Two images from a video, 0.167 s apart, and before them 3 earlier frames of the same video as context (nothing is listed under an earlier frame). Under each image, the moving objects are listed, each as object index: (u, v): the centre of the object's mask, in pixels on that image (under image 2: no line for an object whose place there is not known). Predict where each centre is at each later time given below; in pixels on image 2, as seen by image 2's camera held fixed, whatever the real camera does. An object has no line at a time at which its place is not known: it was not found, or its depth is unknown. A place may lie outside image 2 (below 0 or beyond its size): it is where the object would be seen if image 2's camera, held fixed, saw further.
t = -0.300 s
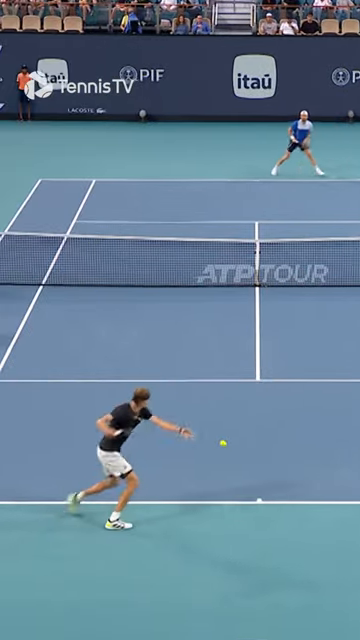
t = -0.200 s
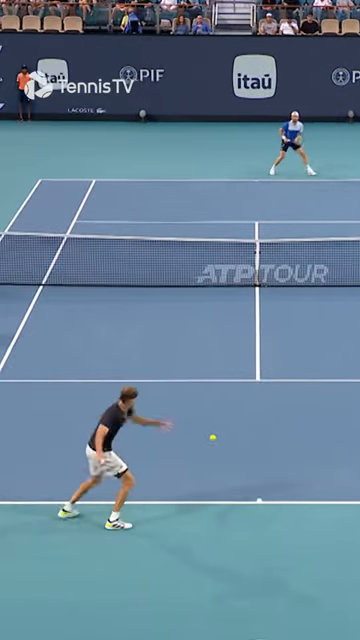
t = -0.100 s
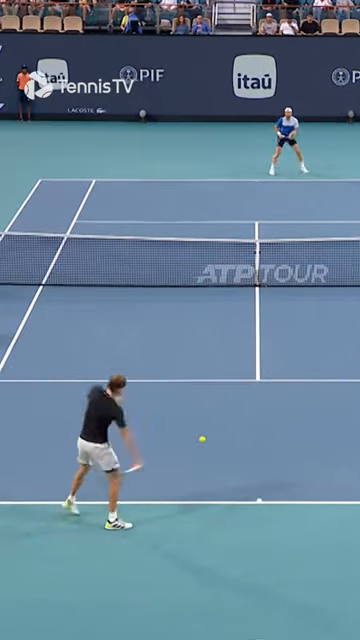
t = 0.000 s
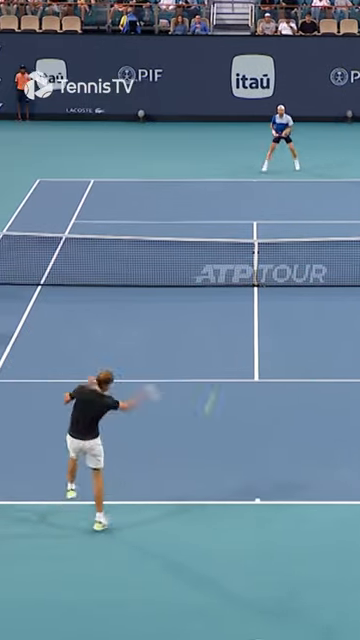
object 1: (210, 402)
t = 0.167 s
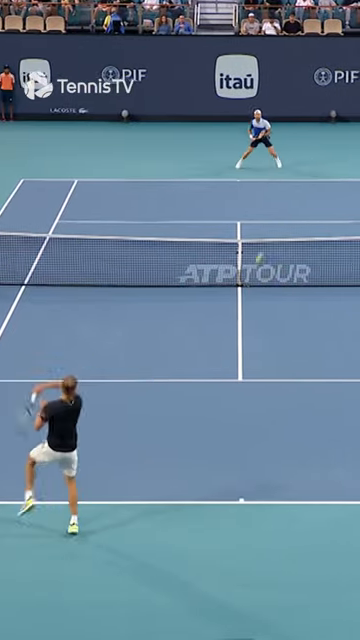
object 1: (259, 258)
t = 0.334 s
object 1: (299, 186)
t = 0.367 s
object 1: (305, 178)
